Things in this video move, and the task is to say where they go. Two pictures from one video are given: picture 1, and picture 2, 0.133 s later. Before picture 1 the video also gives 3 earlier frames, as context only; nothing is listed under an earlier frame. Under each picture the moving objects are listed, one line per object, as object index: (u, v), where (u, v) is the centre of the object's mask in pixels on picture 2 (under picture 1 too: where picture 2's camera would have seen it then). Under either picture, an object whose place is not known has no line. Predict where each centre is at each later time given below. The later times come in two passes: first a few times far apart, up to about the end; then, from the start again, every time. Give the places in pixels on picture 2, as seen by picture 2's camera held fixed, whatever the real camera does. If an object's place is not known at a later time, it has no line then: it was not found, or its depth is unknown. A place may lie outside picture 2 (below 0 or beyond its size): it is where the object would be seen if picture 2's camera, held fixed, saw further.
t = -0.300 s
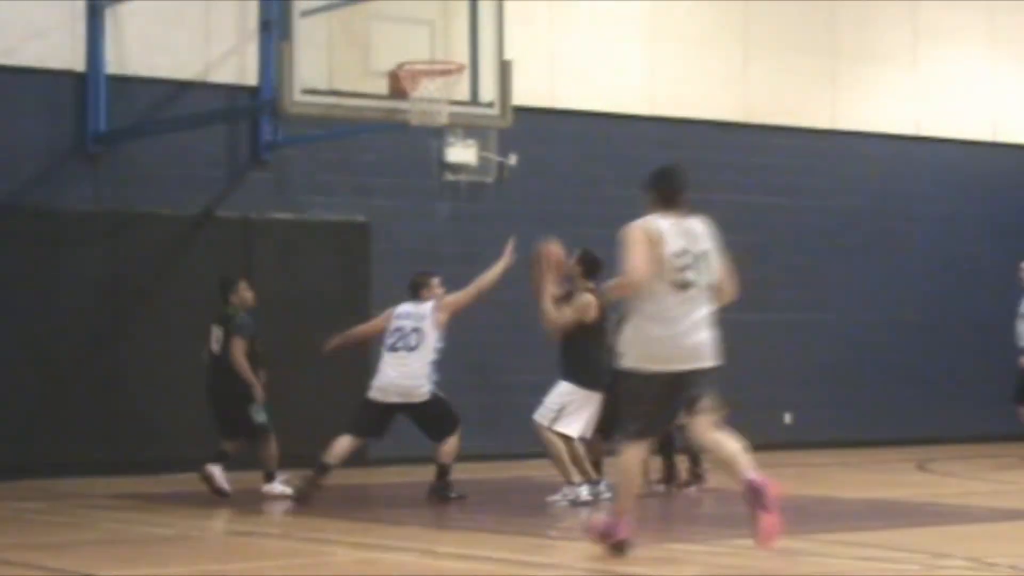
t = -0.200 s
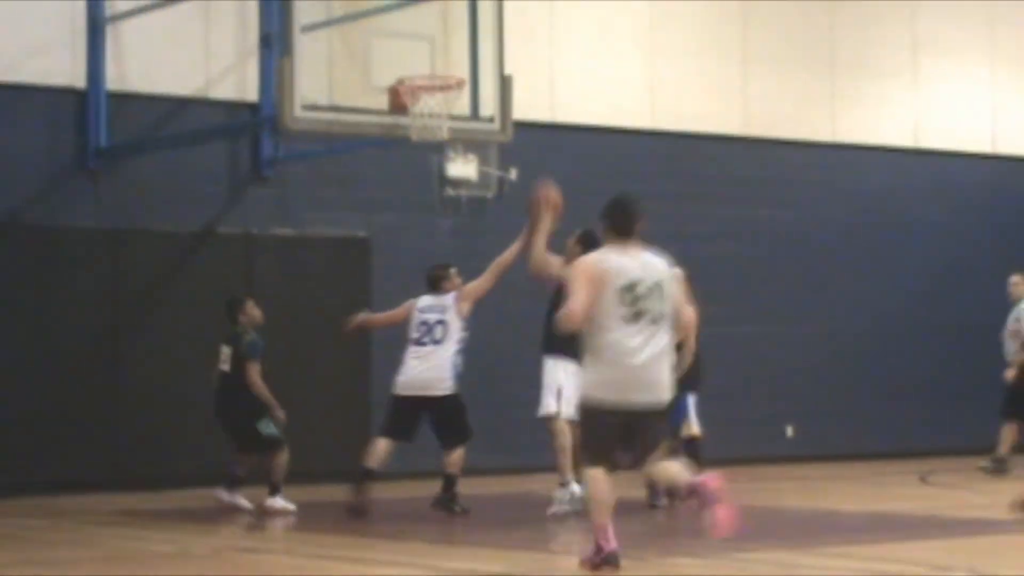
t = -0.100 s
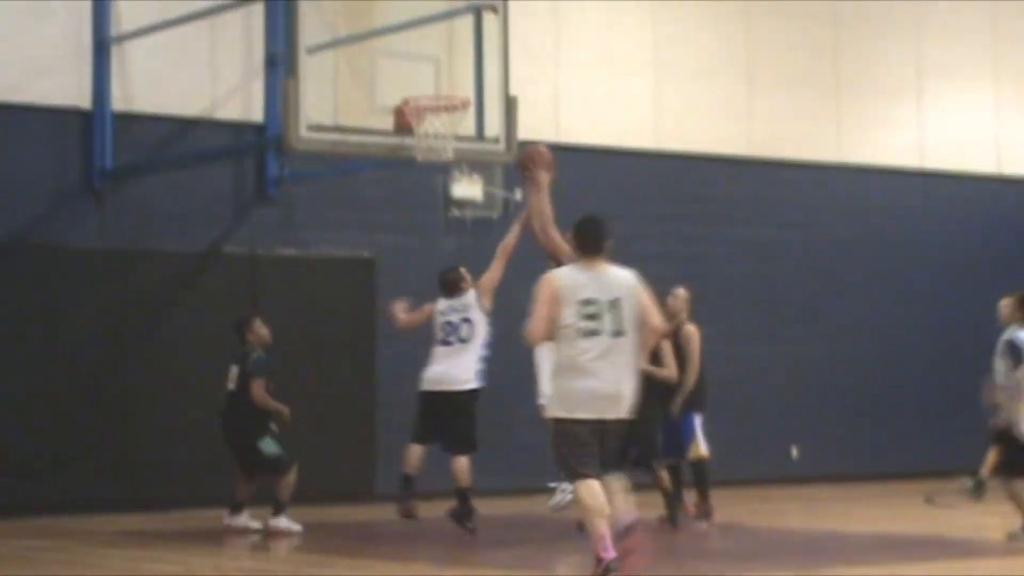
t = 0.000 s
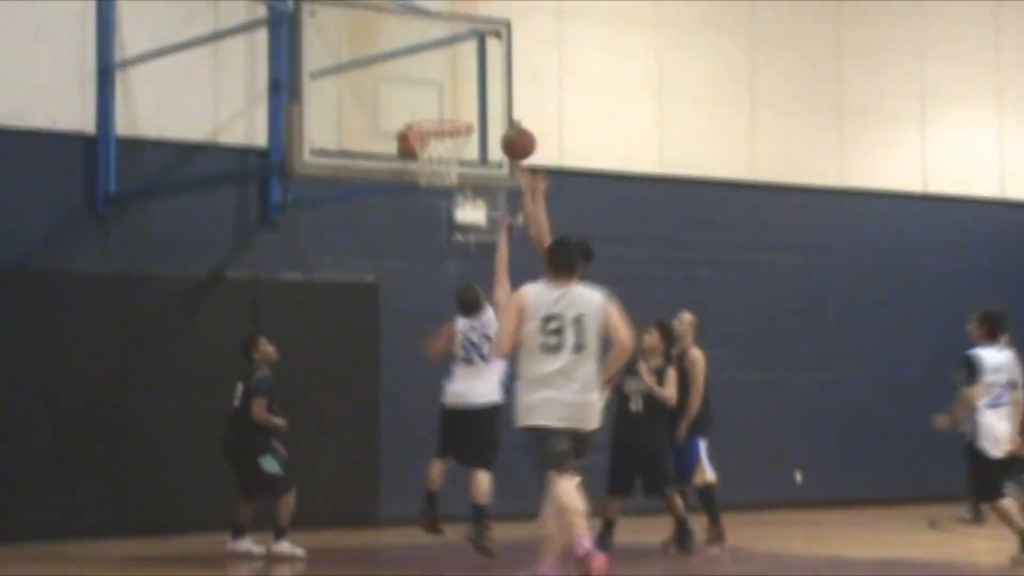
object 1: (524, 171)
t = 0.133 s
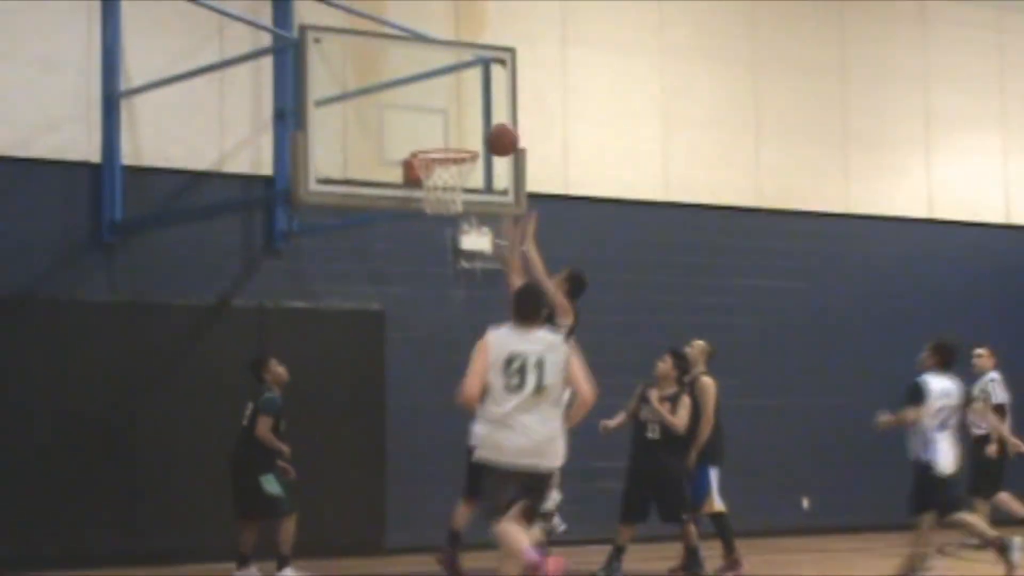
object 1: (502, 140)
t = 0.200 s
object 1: (490, 134)
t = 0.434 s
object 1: (453, 141)
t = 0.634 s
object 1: (418, 138)
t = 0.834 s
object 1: (383, 151)
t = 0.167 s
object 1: (496, 136)
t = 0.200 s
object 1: (490, 134)
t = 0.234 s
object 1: (485, 133)
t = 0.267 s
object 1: (480, 134)
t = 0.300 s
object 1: (475, 135)
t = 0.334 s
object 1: (470, 137)
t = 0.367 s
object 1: (464, 139)
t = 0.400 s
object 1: (459, 140)
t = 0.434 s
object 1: (453, 141)
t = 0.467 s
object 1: (447, 141)
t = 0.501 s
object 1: (442, 141)
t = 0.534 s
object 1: (435, 140)
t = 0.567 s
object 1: (430, 140)
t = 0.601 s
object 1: (424, 139)
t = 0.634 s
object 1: (418, 138)
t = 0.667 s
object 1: (412, 137)
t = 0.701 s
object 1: (407, 137)
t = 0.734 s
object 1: (400, 138)
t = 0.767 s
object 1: (394, 141)
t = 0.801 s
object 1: (389, 145)
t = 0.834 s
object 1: (383, 151)
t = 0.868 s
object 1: (377, 157)
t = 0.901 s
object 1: (374, 163)
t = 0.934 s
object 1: (372, 170)
